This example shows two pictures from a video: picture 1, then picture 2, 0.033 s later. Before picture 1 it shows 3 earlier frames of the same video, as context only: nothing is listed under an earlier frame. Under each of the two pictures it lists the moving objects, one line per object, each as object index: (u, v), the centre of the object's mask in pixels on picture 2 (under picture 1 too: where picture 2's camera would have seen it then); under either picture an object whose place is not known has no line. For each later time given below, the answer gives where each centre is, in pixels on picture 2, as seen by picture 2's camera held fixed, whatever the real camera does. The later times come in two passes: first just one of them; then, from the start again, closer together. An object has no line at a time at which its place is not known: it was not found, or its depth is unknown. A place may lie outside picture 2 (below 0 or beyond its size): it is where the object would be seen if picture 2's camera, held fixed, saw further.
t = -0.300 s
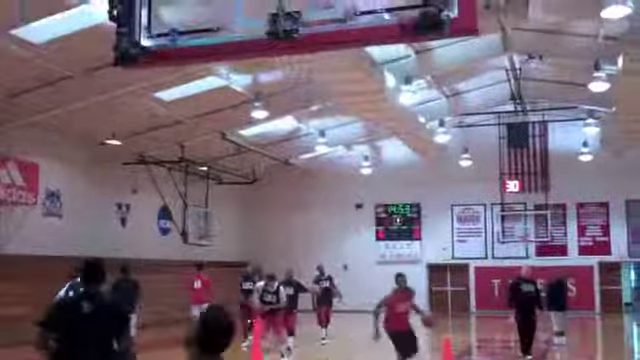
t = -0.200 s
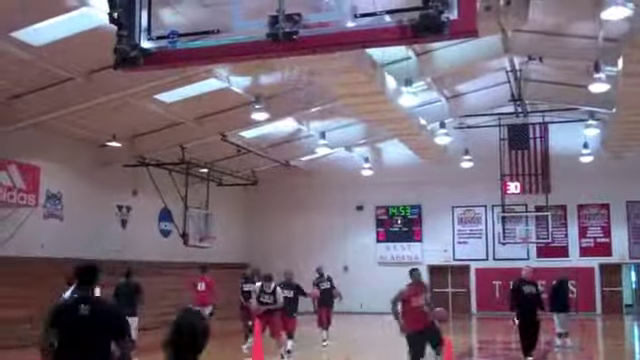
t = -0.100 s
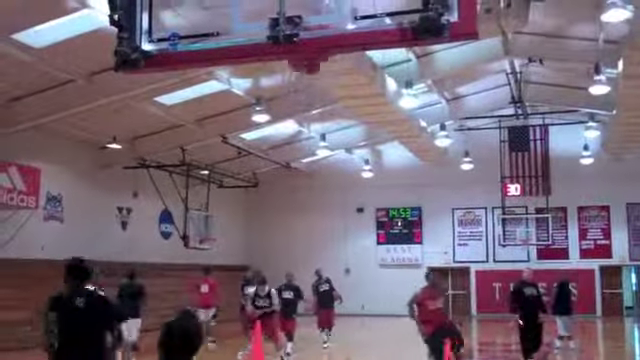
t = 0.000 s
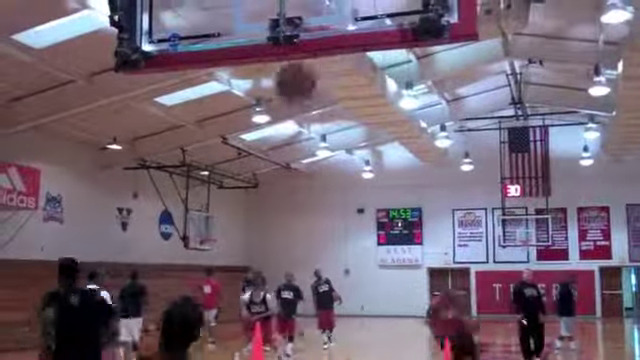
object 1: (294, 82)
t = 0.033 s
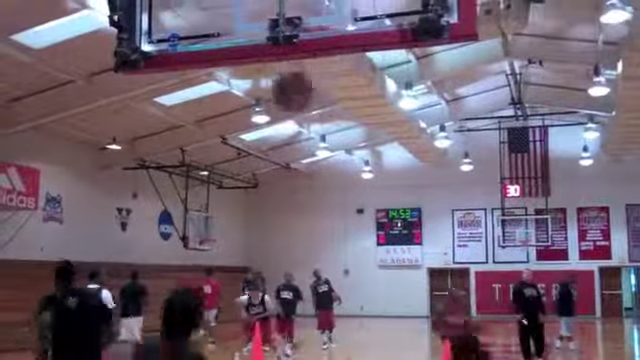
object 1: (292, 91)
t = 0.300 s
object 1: (283, 199)
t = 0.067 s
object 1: (291, 98)
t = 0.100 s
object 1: (289, 106)
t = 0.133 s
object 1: (289, 116)
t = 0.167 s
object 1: (287, 127)
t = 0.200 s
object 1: (287, 141)
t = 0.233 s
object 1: (285, 157)
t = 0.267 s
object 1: (285, 177)
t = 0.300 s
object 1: (283, 199)
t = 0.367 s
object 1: (282, 248)
